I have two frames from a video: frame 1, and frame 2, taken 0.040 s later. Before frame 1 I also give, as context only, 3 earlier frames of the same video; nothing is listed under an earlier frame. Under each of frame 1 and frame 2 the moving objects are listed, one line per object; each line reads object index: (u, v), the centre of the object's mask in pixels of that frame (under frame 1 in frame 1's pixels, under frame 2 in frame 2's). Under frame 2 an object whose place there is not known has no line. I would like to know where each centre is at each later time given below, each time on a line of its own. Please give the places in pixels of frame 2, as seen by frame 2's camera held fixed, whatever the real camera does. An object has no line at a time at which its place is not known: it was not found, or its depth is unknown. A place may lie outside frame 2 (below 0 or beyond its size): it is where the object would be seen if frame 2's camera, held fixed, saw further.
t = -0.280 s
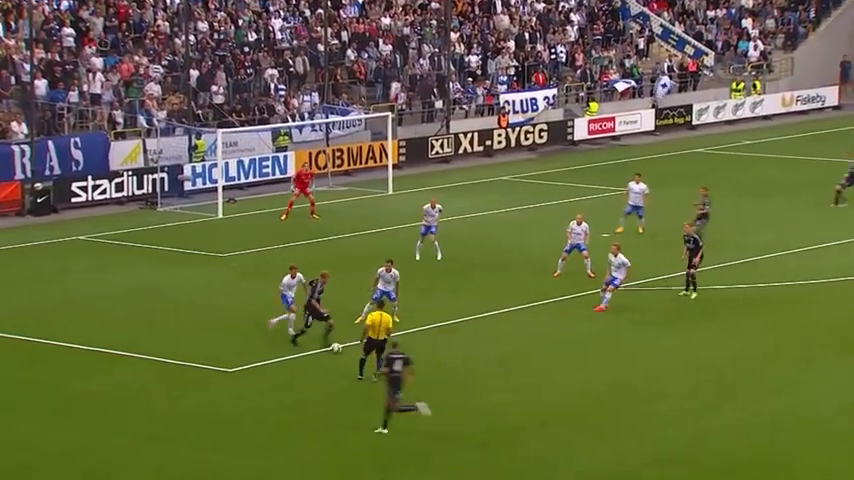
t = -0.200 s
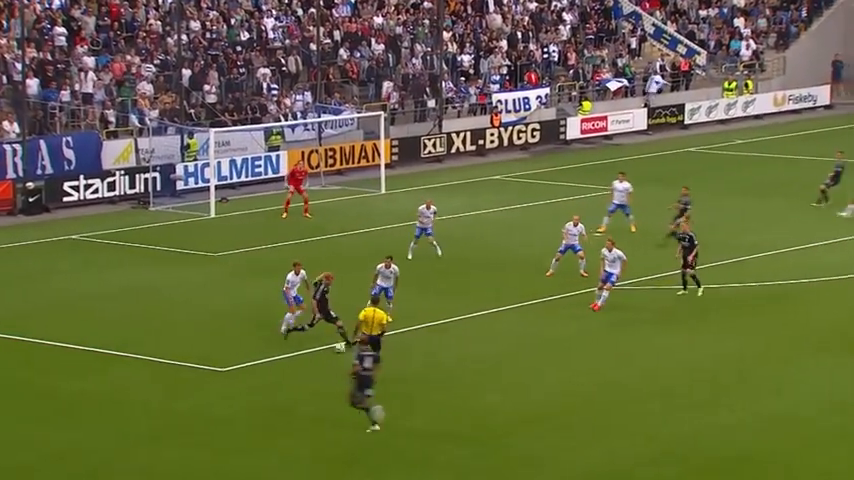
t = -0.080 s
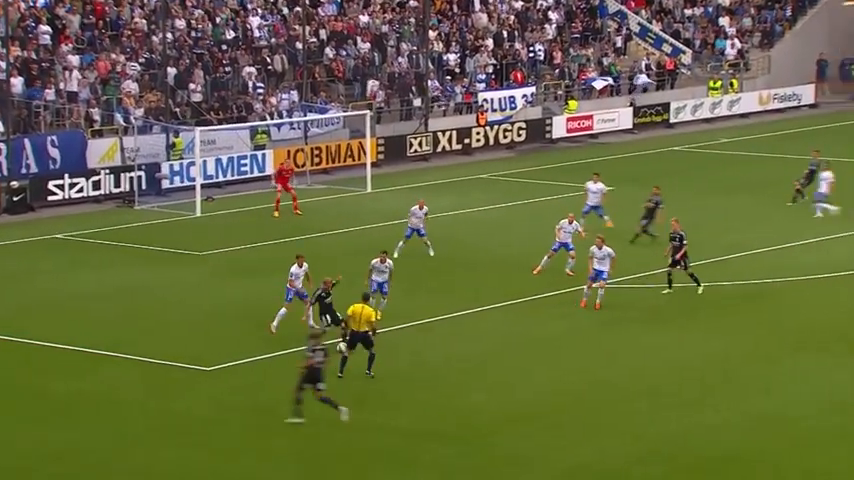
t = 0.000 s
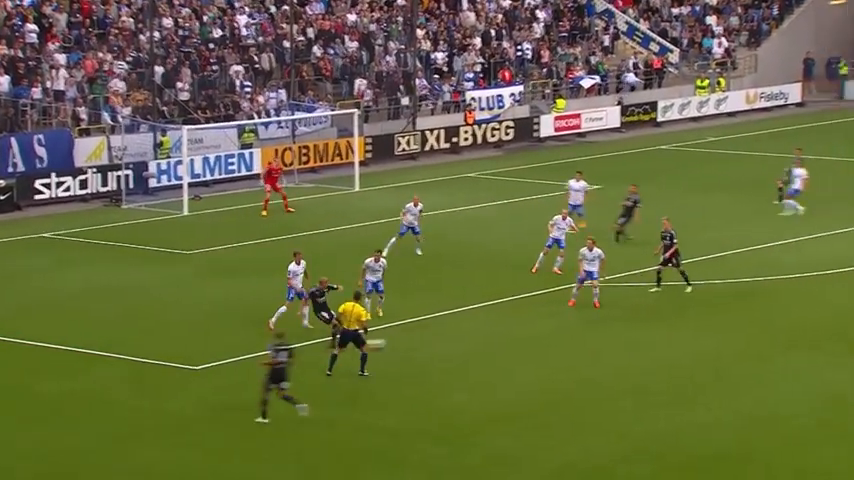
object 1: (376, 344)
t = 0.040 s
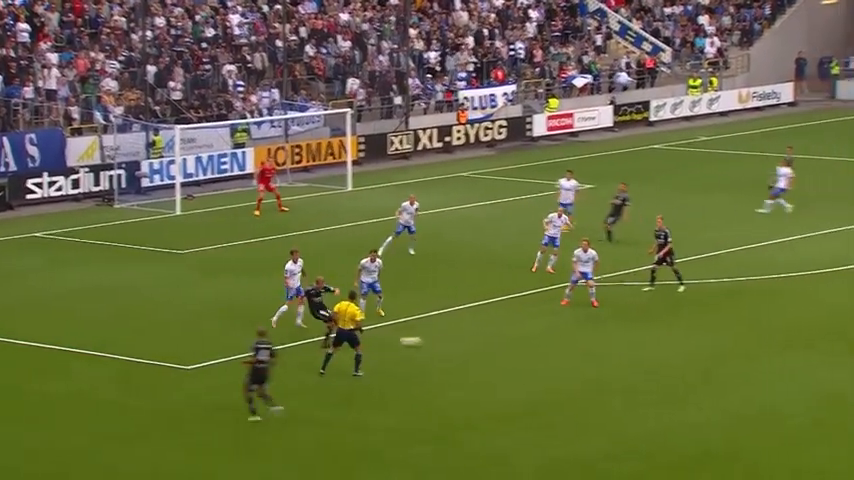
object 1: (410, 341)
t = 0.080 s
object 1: (451, 341)
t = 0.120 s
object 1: (489, 339)
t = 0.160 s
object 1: (526, 339)
